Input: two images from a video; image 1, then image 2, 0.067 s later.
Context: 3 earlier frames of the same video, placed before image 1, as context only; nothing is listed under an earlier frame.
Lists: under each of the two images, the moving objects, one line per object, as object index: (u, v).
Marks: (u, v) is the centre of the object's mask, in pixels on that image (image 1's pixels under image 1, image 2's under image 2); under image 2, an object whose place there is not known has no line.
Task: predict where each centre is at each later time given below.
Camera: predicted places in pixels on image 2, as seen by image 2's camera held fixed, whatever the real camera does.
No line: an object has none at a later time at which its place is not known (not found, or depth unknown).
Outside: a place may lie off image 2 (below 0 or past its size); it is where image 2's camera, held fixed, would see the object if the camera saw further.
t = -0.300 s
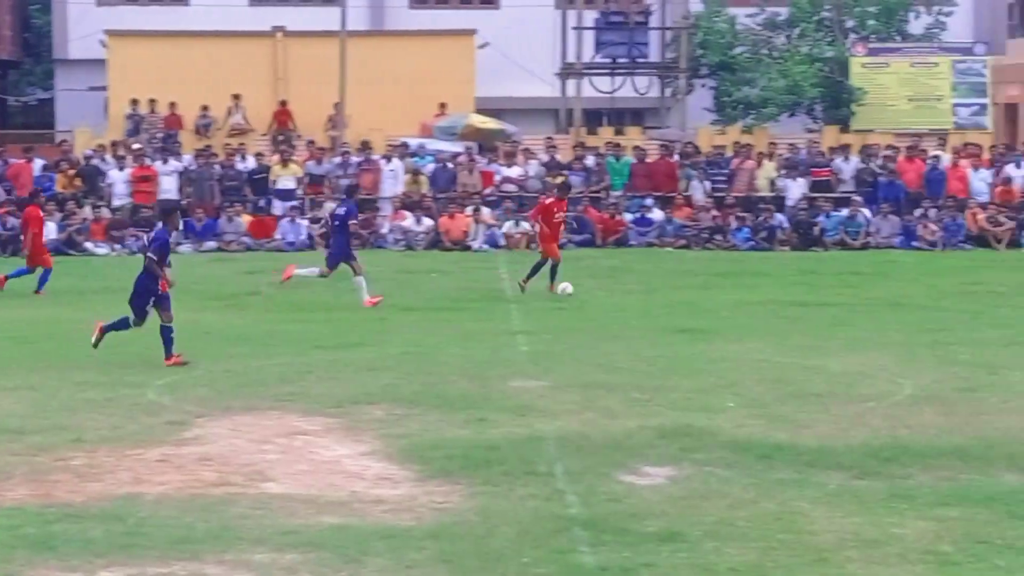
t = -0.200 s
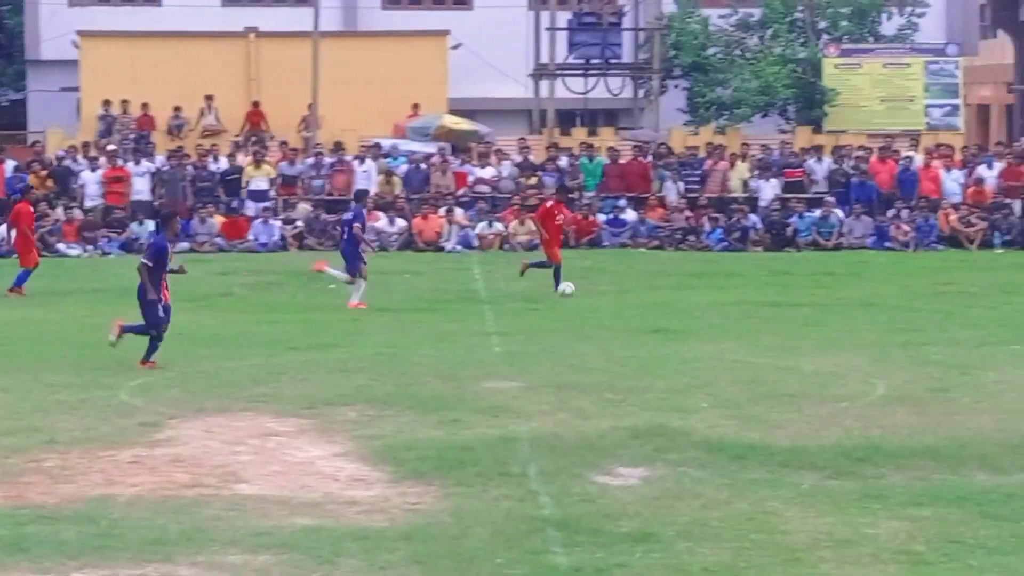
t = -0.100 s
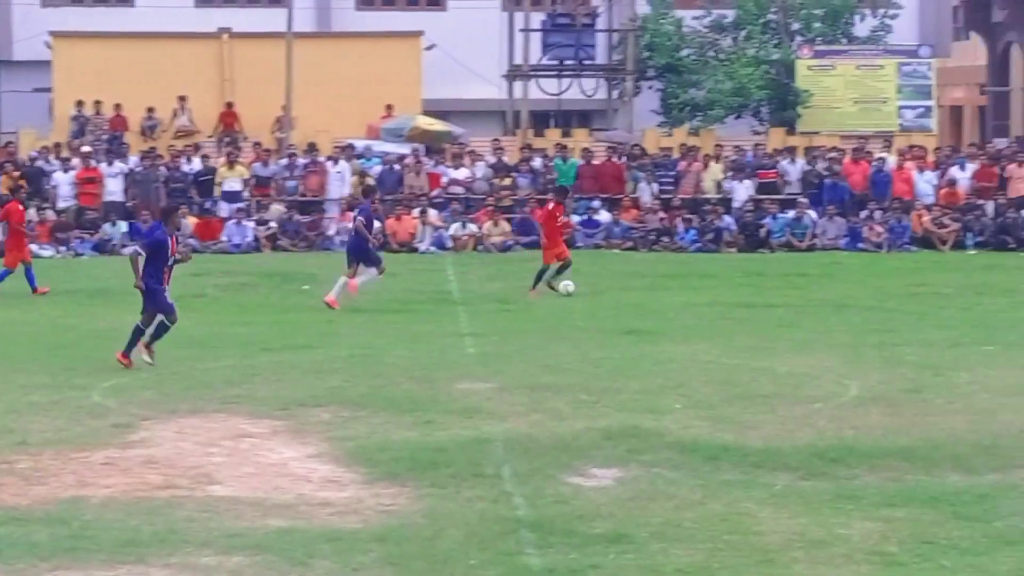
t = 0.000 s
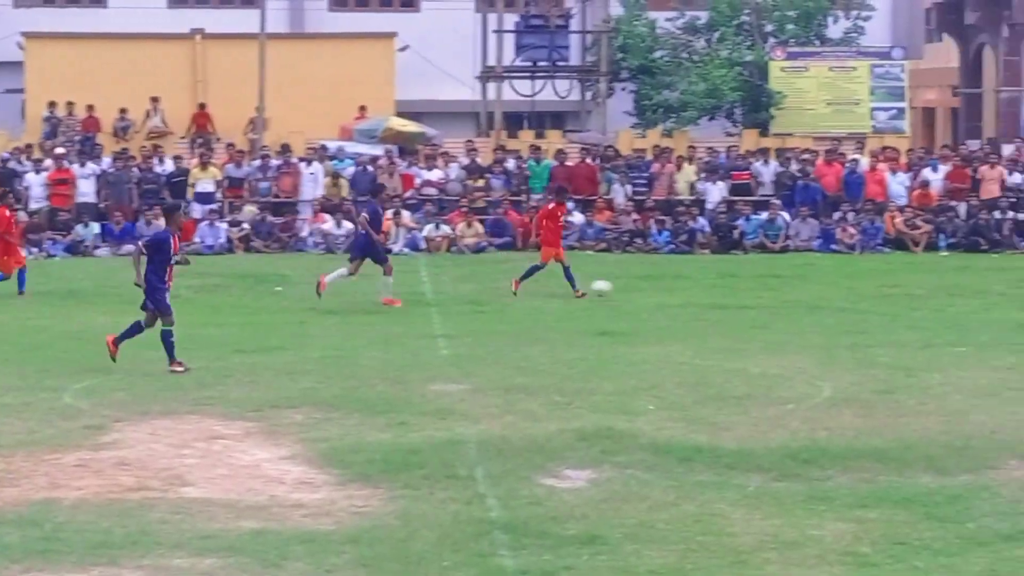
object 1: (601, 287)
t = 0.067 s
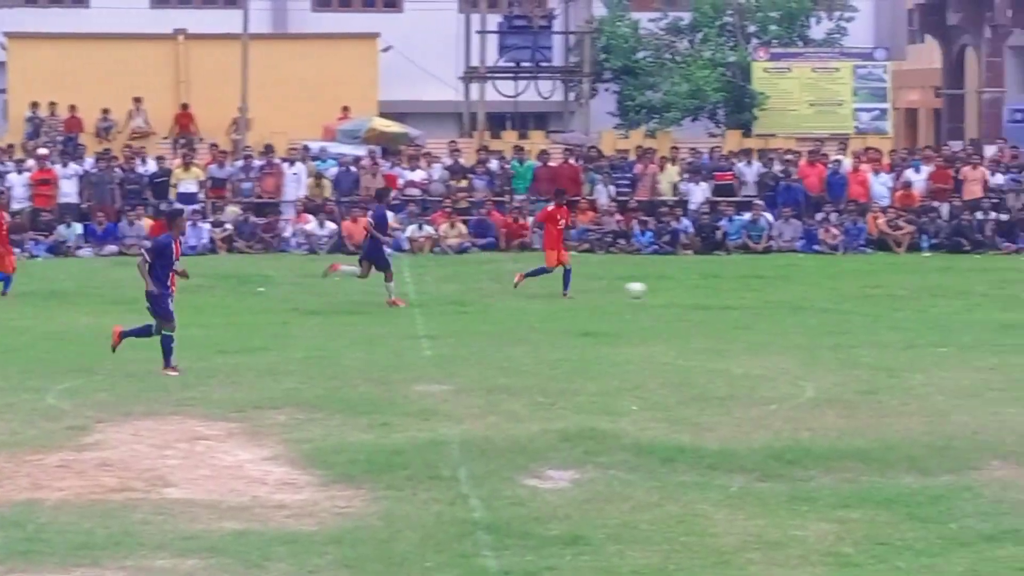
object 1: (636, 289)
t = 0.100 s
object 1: (661, 291)
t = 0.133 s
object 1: (686, 294)
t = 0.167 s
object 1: (713, 297)
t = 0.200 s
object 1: (740, 301)
